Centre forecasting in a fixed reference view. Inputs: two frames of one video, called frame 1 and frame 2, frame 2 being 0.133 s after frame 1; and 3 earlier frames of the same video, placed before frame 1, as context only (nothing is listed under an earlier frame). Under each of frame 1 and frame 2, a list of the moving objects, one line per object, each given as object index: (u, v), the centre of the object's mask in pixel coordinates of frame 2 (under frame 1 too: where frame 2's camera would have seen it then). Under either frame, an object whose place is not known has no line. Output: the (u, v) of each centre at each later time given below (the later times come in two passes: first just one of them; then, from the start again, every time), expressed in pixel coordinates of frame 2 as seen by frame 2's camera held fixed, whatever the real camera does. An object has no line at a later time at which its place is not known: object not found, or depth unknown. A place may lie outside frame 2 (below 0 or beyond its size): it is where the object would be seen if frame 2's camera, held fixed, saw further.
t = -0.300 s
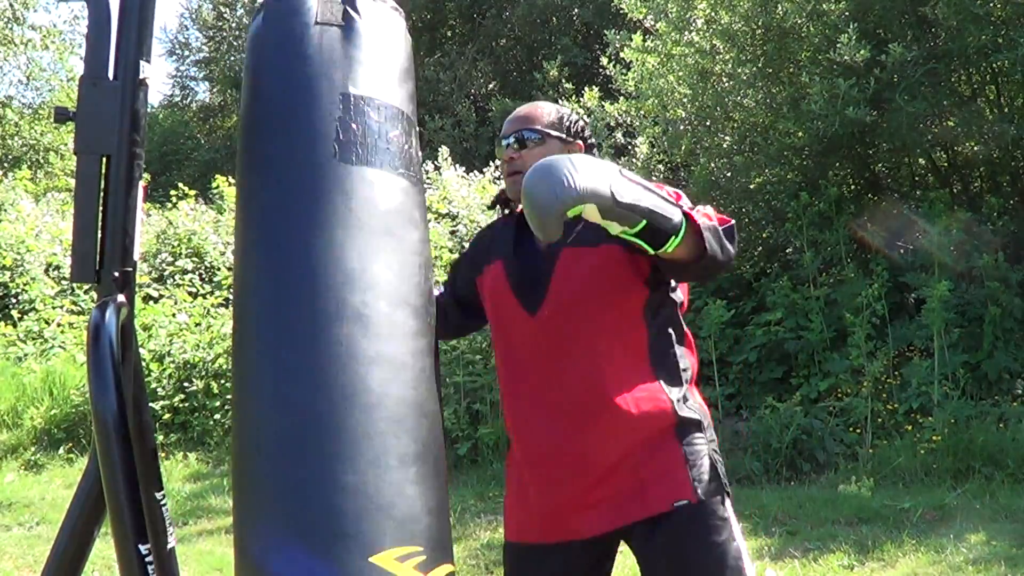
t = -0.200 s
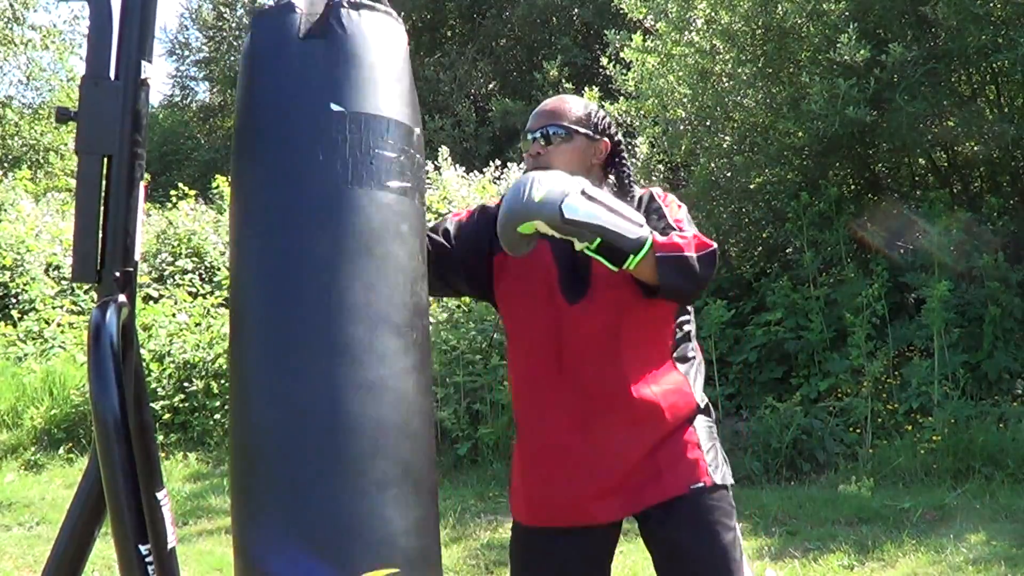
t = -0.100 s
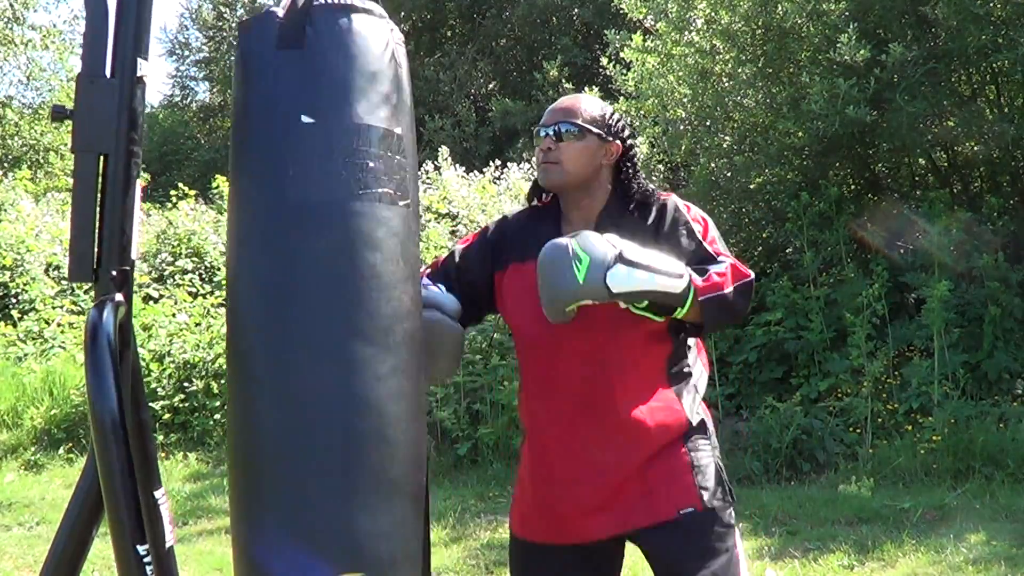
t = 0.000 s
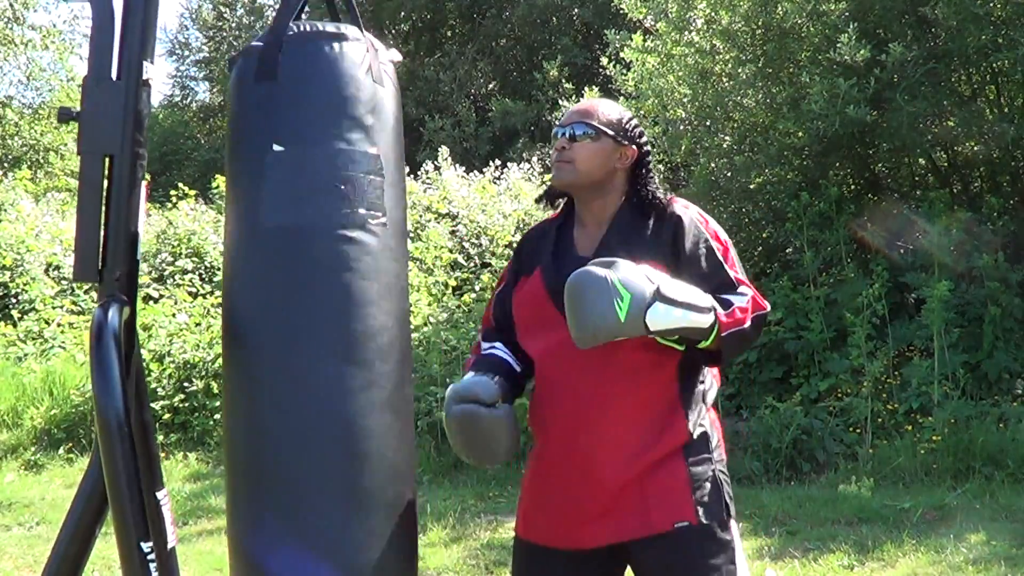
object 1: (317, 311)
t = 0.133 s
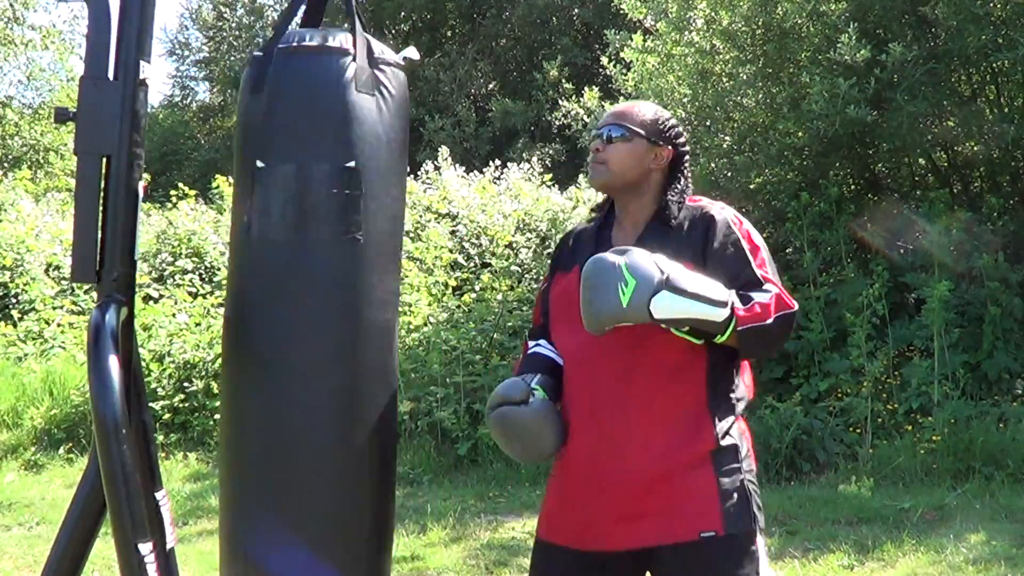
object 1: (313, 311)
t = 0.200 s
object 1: (305, 314)
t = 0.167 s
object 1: (308, 312)
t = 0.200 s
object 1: (305, 314)
